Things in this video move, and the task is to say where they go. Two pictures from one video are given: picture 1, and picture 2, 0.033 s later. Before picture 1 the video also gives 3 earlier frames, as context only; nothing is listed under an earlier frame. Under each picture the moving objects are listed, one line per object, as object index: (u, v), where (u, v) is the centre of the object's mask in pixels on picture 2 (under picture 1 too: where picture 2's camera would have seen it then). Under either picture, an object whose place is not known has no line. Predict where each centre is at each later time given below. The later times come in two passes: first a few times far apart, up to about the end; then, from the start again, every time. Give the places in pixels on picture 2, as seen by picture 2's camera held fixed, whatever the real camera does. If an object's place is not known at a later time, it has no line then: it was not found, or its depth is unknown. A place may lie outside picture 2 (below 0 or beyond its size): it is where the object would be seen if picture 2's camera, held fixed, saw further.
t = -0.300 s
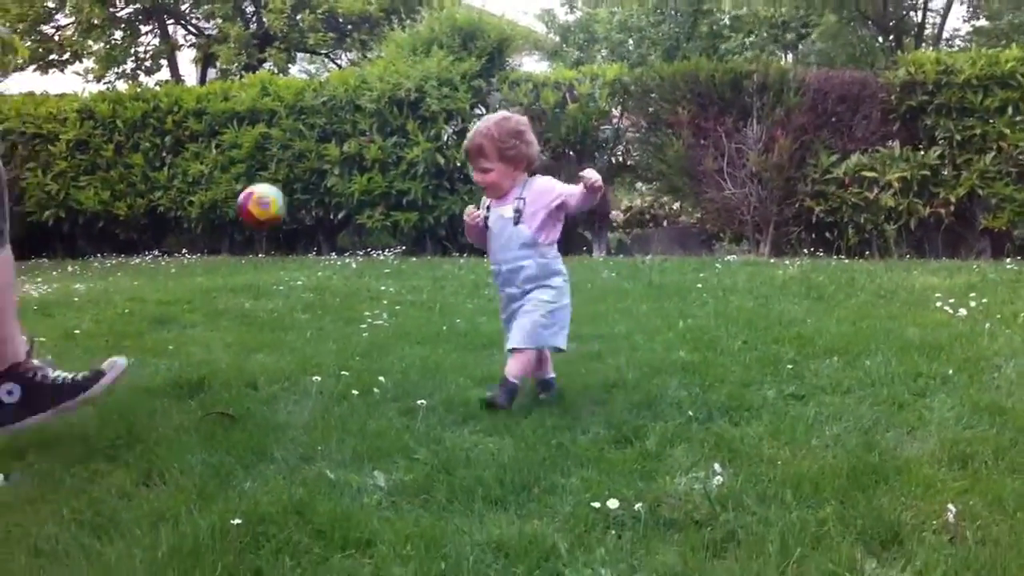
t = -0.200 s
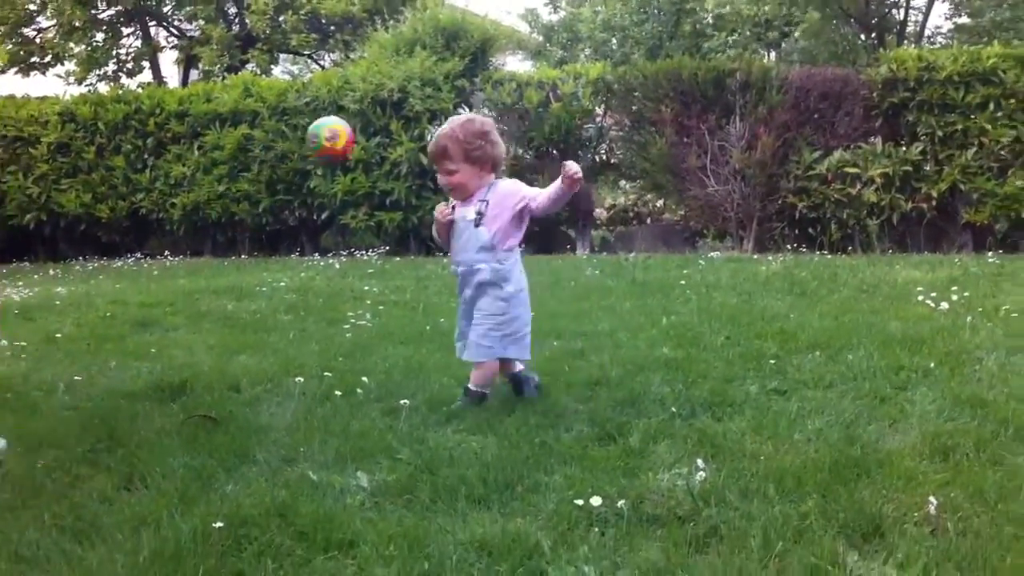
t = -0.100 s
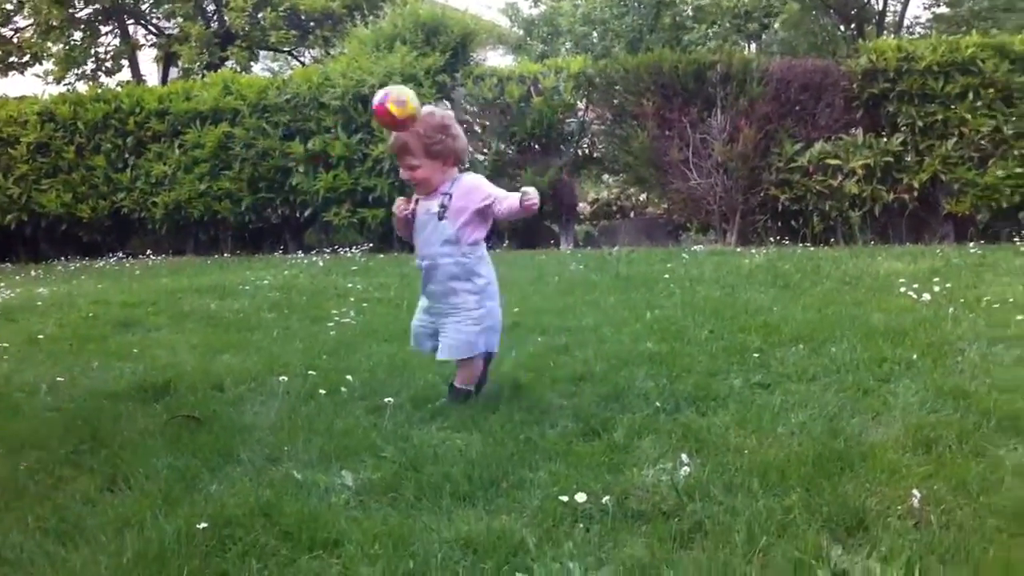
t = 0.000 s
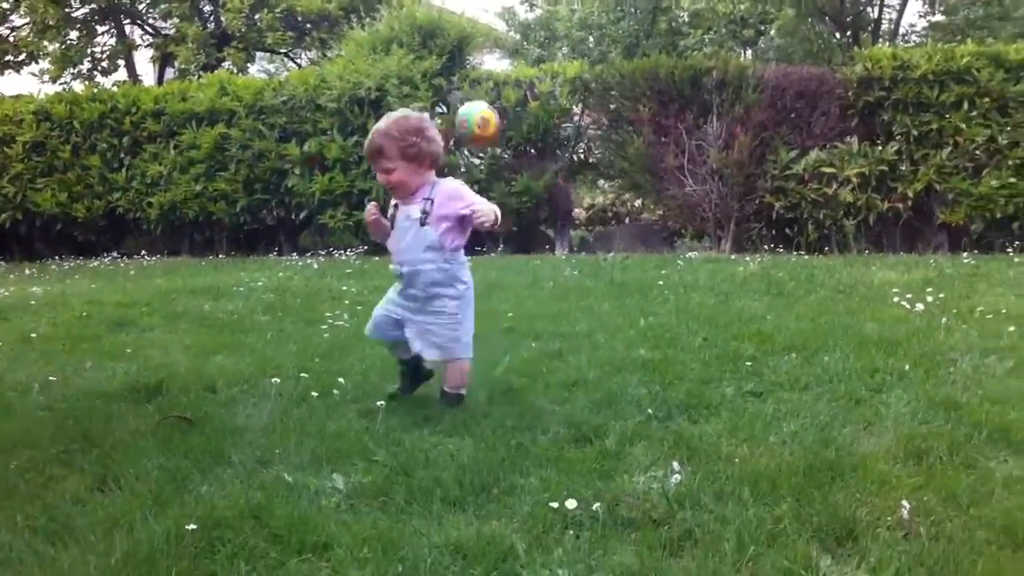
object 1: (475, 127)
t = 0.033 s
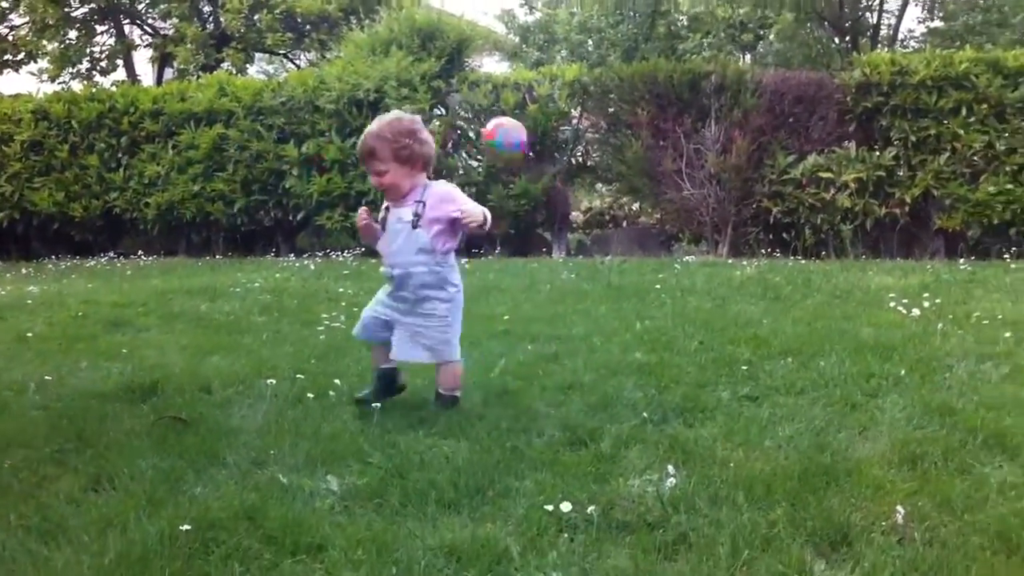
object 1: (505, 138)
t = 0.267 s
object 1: (696, 366)
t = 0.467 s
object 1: (811, 346)
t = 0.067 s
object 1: (533, 157)
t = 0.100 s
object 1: (560, 180)
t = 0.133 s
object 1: (588, 209)
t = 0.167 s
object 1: (615, 242)
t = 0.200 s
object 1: (642, 280)
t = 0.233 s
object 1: (670, 320)
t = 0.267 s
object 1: (696, 366)
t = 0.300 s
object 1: (720, 388)
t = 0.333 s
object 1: (738, 375)
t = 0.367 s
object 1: (756, 361)
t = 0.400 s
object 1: (775, 353)
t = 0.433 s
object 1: (794, 347)
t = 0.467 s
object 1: (811, 346)
